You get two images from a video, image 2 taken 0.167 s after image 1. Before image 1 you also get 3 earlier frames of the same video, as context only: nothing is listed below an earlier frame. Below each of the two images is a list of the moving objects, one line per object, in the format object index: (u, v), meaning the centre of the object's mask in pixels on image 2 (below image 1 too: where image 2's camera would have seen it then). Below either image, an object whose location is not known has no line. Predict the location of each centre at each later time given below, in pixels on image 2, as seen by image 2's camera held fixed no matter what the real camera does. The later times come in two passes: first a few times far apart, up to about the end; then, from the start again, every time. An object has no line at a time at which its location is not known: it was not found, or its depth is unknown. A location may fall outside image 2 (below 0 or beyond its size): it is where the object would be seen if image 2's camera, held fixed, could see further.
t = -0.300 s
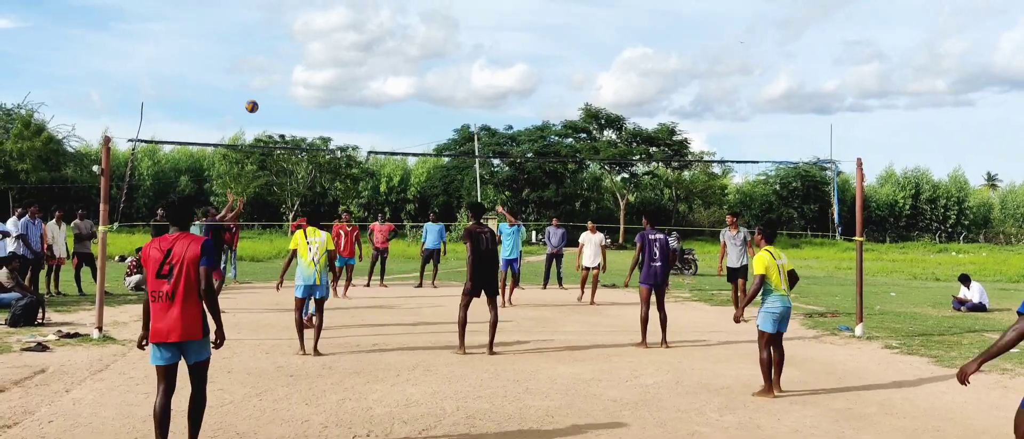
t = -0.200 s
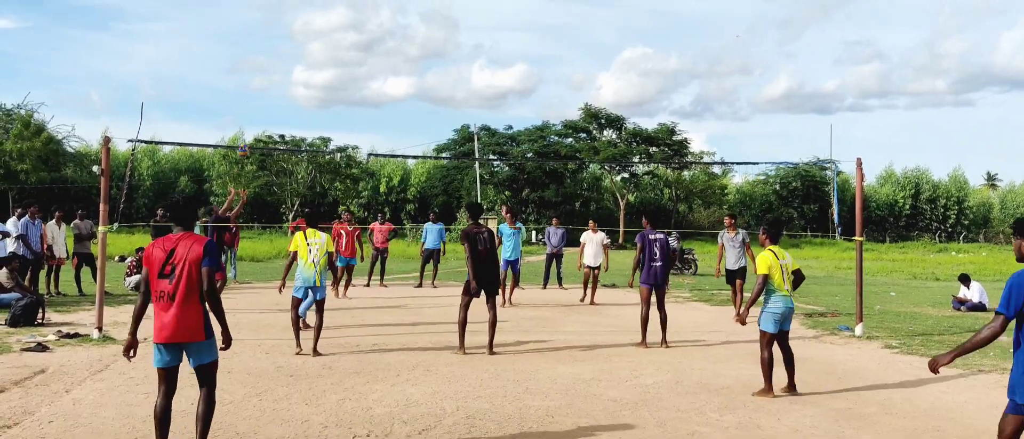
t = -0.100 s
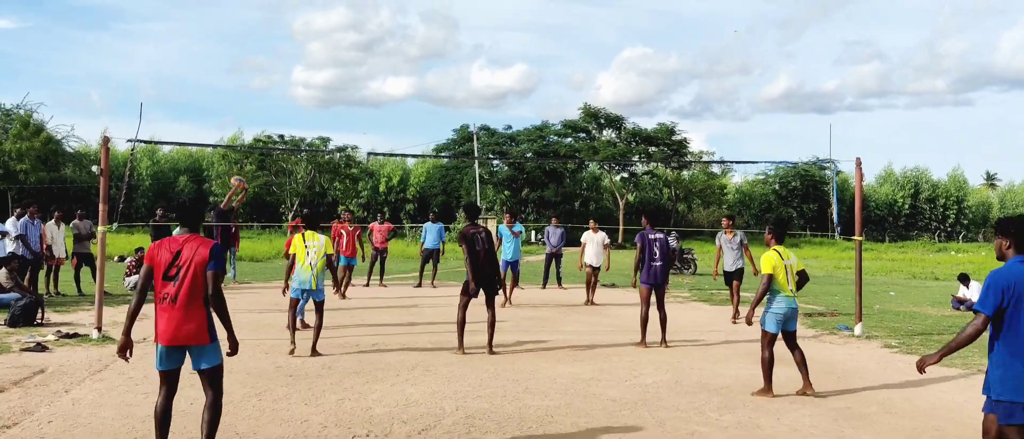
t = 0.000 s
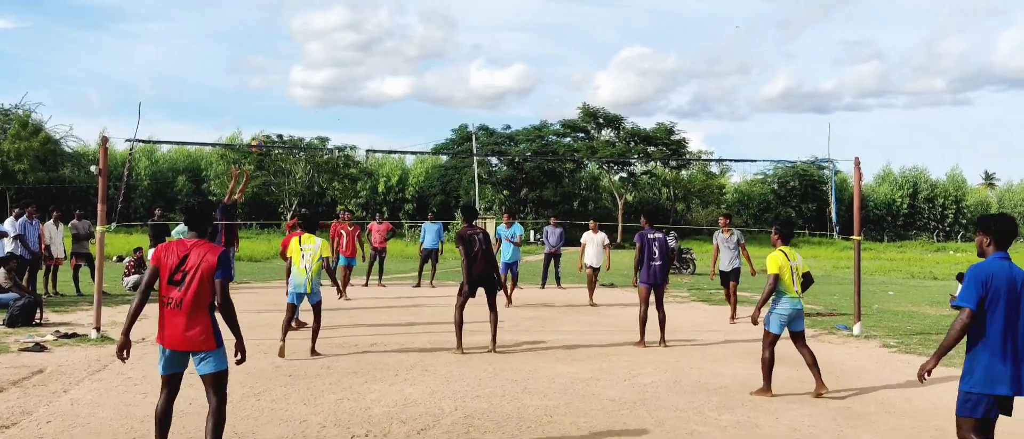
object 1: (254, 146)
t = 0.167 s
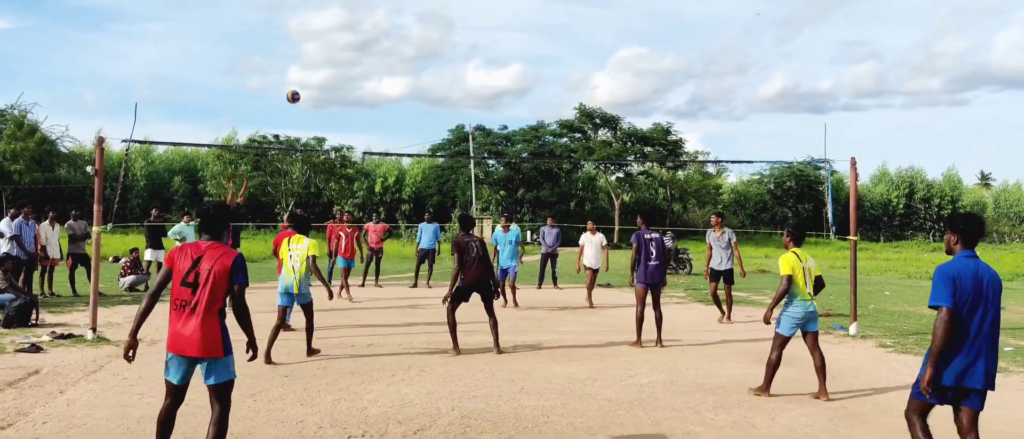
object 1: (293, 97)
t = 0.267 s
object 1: (316, 75)
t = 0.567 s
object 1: (385, 43)
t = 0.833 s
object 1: (449, 62)
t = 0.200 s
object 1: (301, 89)
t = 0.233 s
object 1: (308, 82)
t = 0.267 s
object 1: (316, 75)
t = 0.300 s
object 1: (324, 69)
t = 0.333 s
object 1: (332, 63)
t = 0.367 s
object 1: (339, 59)
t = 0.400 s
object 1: (347, 54)
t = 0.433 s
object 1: (355, 51)
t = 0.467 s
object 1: (363, 48)
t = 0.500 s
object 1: (370, 46)
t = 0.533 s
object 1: (378, 44)
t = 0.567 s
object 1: (385, 43)
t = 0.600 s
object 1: (393, 43)
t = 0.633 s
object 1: (401, 43)
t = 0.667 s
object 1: (409, 45)
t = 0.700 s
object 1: (417, 47)
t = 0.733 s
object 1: (425, 50)
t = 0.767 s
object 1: (433, 53)
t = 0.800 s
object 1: (441, 57)
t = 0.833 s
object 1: (449, 62)
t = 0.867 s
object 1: (457, 68)
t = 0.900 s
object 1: (464, 74)
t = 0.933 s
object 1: (472, 82)
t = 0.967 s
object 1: (480, 90)
